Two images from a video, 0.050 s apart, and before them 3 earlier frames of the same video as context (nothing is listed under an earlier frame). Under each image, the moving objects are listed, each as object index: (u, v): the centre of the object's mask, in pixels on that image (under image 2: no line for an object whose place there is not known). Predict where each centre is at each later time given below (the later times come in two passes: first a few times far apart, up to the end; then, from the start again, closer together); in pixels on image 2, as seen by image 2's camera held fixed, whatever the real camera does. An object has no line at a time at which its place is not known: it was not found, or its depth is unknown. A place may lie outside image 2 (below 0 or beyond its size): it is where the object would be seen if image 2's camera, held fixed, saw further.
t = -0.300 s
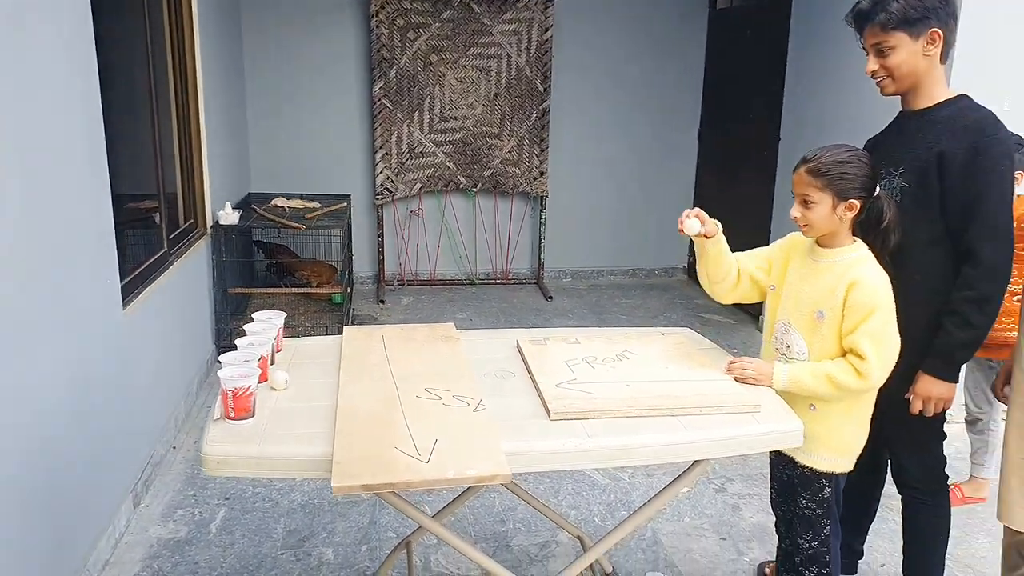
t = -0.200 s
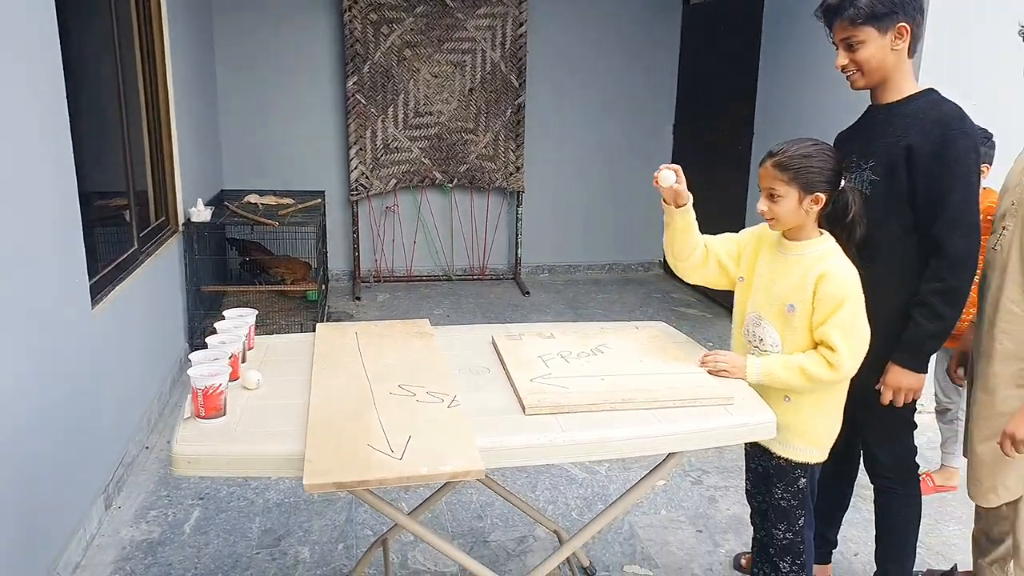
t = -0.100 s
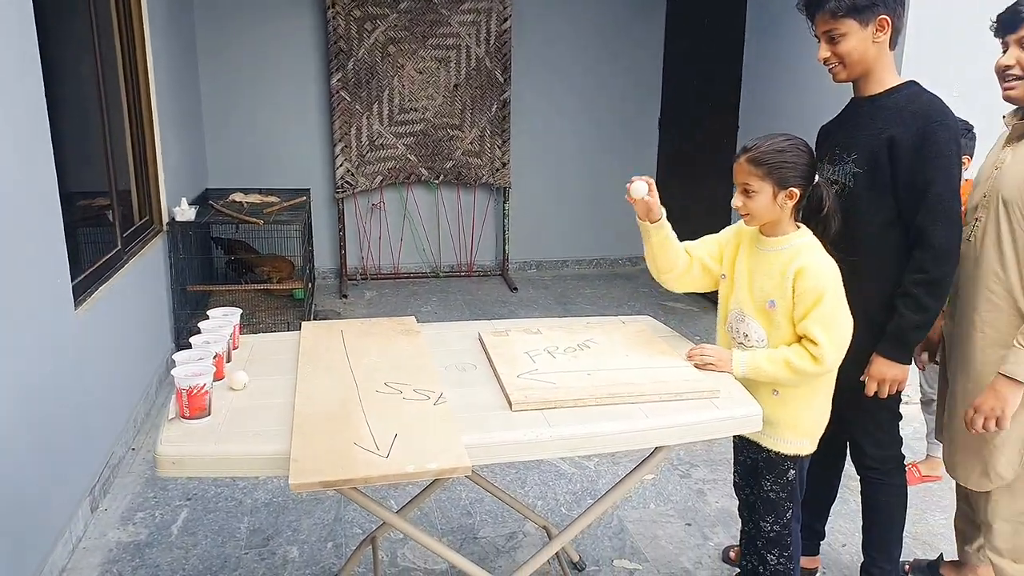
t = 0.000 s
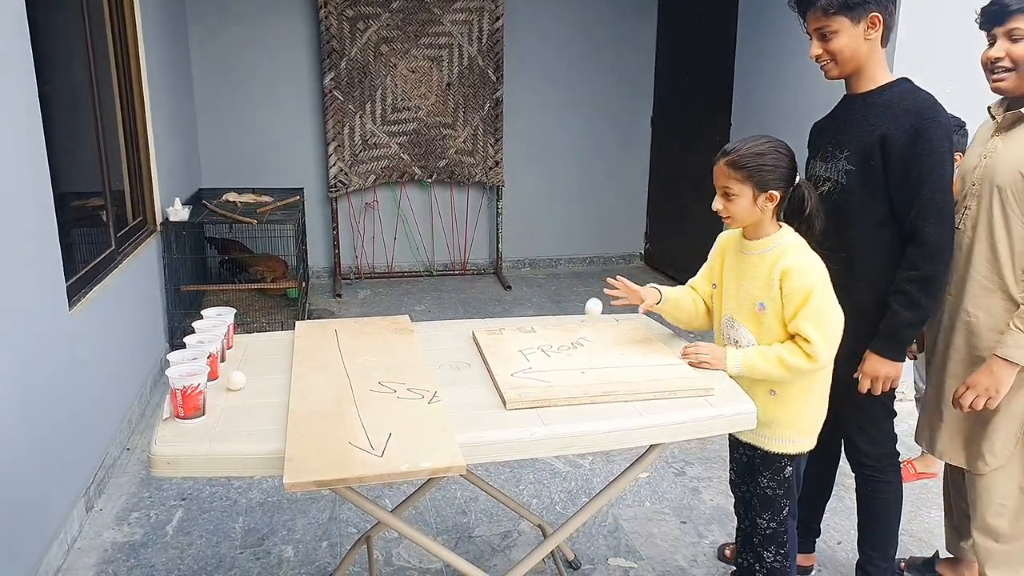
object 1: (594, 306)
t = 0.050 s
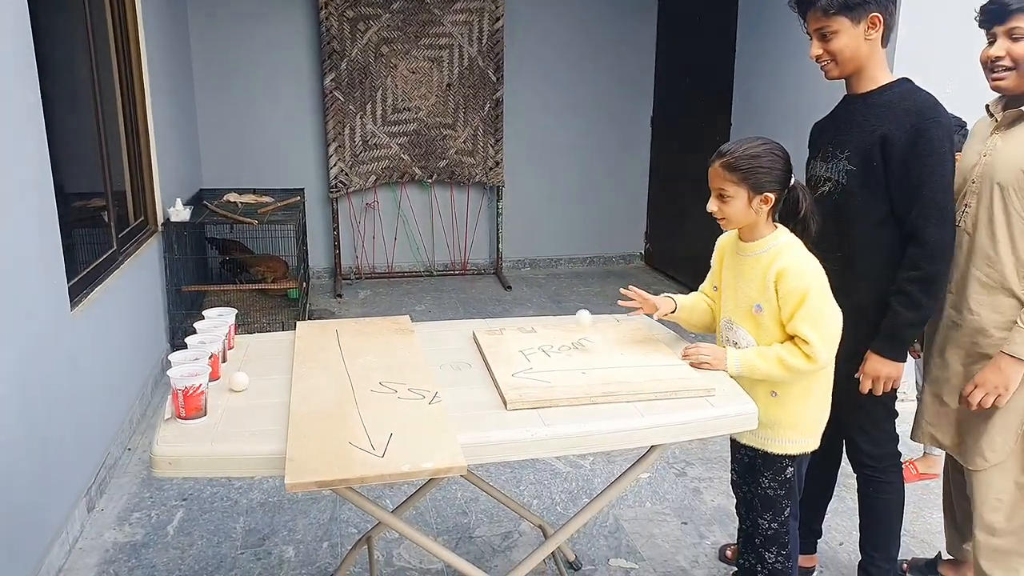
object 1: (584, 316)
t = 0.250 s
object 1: (559, 183)
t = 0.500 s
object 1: (524, 266)
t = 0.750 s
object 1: (504, 232)
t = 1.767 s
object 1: (449, 366)
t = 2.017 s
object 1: (477, 363)
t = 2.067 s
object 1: (474, 361)
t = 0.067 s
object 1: (581, 301)
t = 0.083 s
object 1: (580, 285)
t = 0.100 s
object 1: (578, 270)
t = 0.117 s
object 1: (575, 256)
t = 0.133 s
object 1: (573, 243)
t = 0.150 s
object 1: (572, 231)
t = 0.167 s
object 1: (570, 220)
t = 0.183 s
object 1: (568, 210)
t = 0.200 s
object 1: (565, 202)
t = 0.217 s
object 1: (563, 194)
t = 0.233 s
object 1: (561, 188)
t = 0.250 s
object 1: (559, 183)
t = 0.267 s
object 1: (557, 179)
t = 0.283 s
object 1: (555, 177)
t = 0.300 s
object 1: (553, 176)
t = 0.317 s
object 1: (551, 176)
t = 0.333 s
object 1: (547, 179)
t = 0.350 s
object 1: (544, 183)
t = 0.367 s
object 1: (542, 187)
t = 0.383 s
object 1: (540, 193)
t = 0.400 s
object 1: (538, 200)
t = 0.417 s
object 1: (536, 208)
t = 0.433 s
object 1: (534, 218)
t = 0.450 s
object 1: (532, 228)
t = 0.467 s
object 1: (529, 240)
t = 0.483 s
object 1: (527, 252)
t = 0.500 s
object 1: (524, 266)
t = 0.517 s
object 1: (523, 281)
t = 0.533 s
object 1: (520, 296)
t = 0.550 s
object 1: (519, 311)
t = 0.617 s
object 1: (513, 313)
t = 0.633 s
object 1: (511, 302)
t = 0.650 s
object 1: (510, 289)
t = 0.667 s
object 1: (508, 267)
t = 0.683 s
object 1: (510, 259)
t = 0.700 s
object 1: (506, 250)
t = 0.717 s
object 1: (507, 243)
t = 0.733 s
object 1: (506, 237)
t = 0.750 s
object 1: (504, 232)
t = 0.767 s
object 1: (503, 229)
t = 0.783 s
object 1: (502, 226)
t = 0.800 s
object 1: (500, 225)
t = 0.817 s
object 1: (499, 225)
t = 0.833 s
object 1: (498, 226)
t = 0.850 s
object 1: (497, 228)
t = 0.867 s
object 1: (495, 232)
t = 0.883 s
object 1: (494, 237)
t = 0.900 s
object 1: (491, 242)
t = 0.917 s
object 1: (489, 249)
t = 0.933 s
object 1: (488, 257)
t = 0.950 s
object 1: (486, 267)
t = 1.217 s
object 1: (464, 318)
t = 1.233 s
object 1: (462, 319)
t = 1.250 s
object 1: (462, 320)
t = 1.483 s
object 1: (447, 344)
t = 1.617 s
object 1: (440, 357)
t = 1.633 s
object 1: (439, 358)
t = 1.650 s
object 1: (438, 359)
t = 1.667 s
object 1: (437, 363)
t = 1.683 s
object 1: (440, 364)
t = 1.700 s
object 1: (442, 367)
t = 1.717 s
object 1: (444, 366)
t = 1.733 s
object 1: (445, 365)
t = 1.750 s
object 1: (447, 366)
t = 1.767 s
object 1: (449, 366)
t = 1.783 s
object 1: (450, 365)
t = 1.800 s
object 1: (452, 366)
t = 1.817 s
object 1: (453, 365)
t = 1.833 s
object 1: (455, 366)
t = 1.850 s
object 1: (457, 365)
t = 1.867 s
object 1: (459, 364)
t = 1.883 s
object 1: (460, 364)
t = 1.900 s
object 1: (462, 364)
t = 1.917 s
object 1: (464, 363)
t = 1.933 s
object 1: (466, 363)
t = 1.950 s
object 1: (468, 363)
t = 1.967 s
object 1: (469, 363)
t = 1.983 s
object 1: (471, 363)
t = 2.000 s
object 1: (476, 361)
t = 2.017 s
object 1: (477, 363)
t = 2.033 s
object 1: (477, 361)
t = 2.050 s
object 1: (476, 361)
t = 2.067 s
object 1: (474, 361)
